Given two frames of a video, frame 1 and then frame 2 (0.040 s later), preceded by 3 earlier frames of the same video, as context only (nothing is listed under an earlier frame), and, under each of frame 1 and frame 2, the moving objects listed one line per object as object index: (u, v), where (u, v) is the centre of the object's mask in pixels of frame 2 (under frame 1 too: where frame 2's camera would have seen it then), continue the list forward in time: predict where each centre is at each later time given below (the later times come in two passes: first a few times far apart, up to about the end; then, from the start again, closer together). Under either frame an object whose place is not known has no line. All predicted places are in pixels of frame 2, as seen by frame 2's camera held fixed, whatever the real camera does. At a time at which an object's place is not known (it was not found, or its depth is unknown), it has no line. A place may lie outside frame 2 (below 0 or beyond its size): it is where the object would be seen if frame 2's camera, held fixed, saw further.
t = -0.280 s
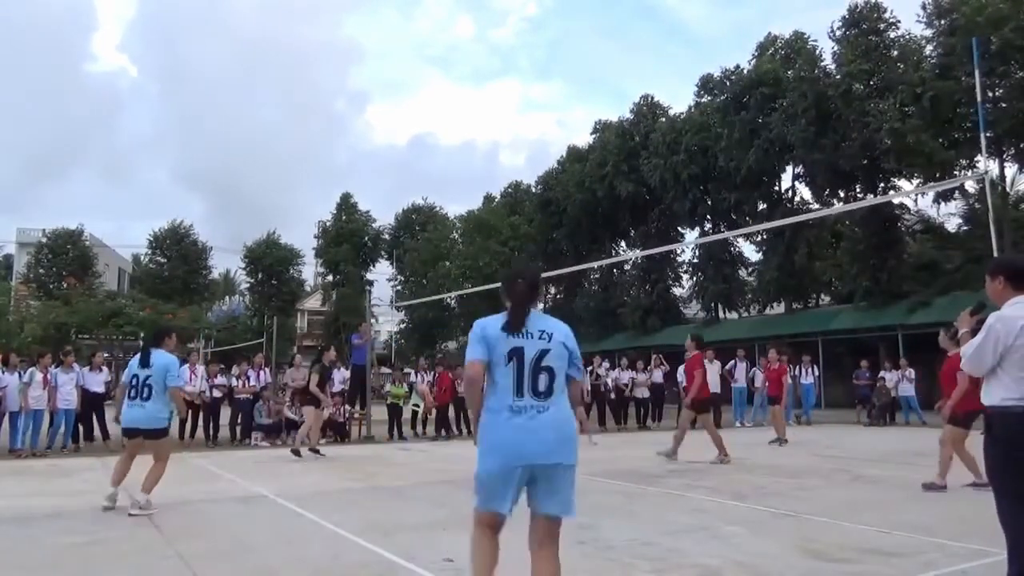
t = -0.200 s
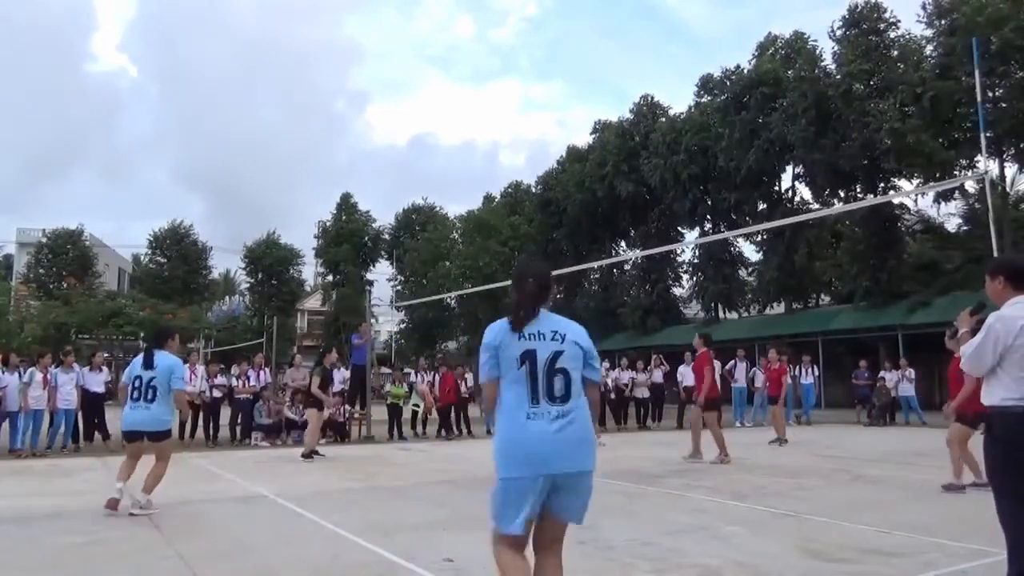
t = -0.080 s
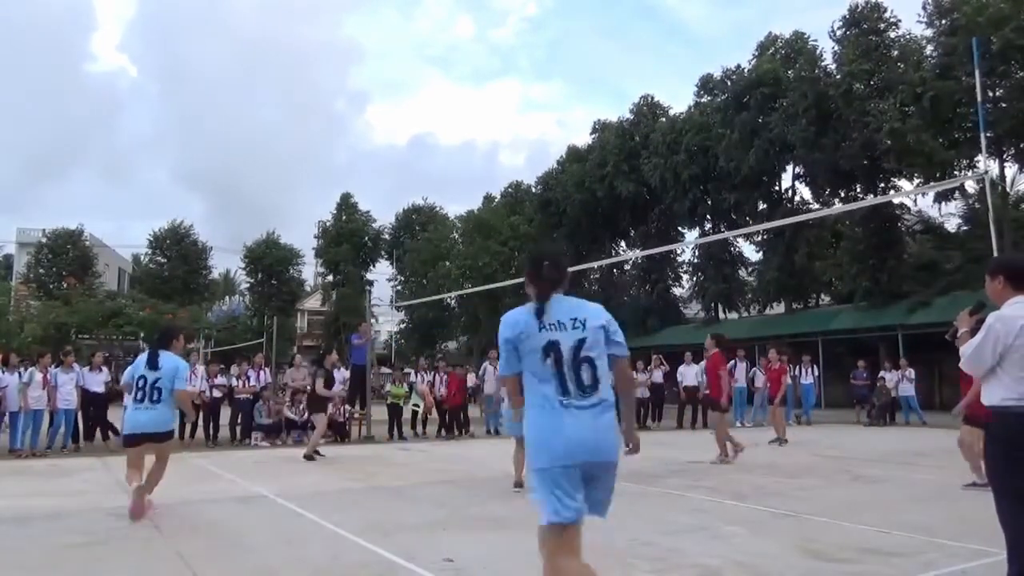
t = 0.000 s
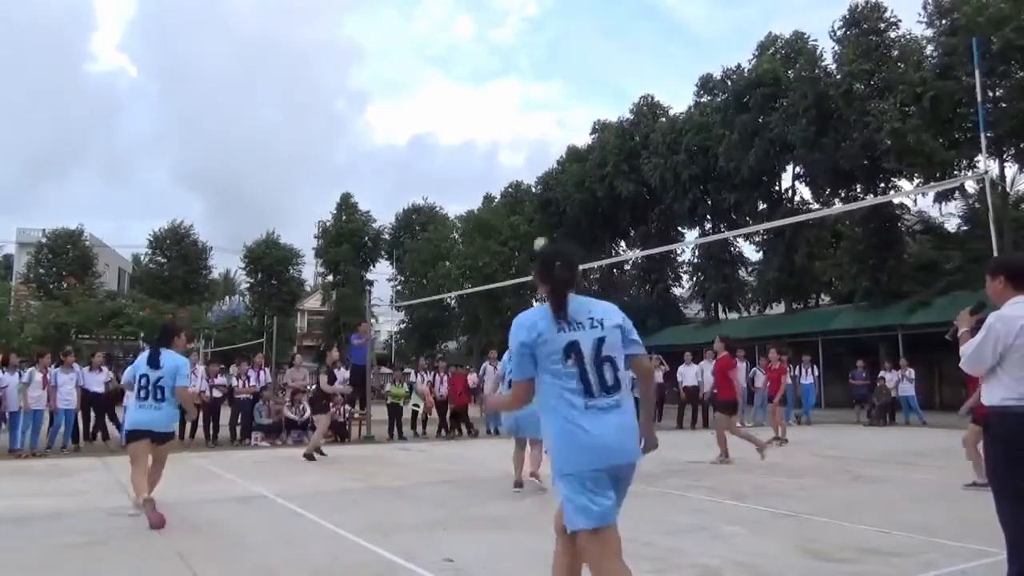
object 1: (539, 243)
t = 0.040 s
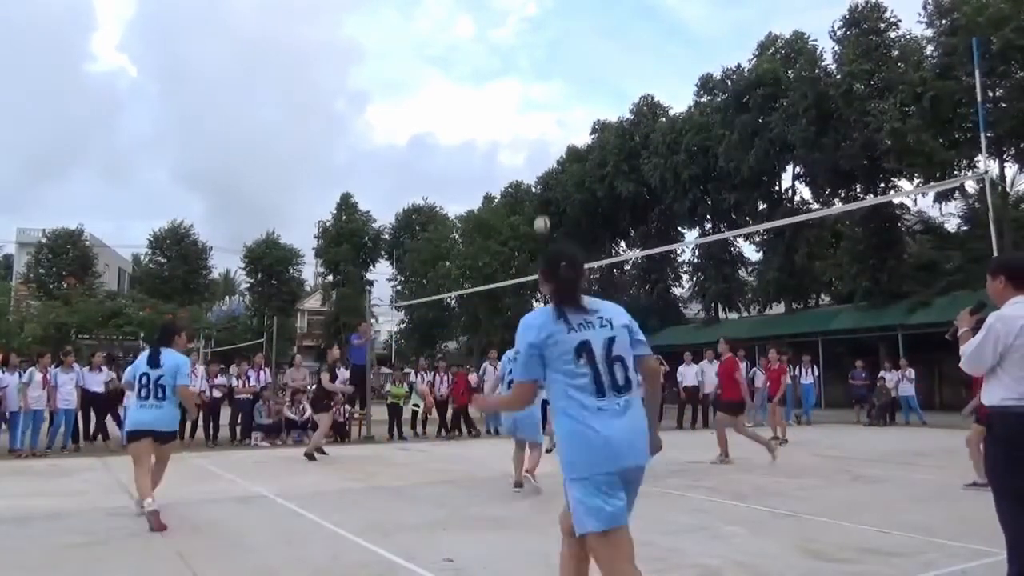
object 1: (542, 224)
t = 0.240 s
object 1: (549, 129)
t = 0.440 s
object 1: (556, 49)
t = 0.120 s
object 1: (544, 184)
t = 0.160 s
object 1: (545, 166)
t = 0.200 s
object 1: (547, 146)
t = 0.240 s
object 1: (549, 129)
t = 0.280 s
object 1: (550, 111)
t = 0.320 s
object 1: (552, 94)
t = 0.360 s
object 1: (553, 78)
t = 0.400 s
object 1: (555, 64)
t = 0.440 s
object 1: (556, 49)
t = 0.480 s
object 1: (558, 36)
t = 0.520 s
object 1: (560, 23)
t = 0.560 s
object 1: (561, 12)
